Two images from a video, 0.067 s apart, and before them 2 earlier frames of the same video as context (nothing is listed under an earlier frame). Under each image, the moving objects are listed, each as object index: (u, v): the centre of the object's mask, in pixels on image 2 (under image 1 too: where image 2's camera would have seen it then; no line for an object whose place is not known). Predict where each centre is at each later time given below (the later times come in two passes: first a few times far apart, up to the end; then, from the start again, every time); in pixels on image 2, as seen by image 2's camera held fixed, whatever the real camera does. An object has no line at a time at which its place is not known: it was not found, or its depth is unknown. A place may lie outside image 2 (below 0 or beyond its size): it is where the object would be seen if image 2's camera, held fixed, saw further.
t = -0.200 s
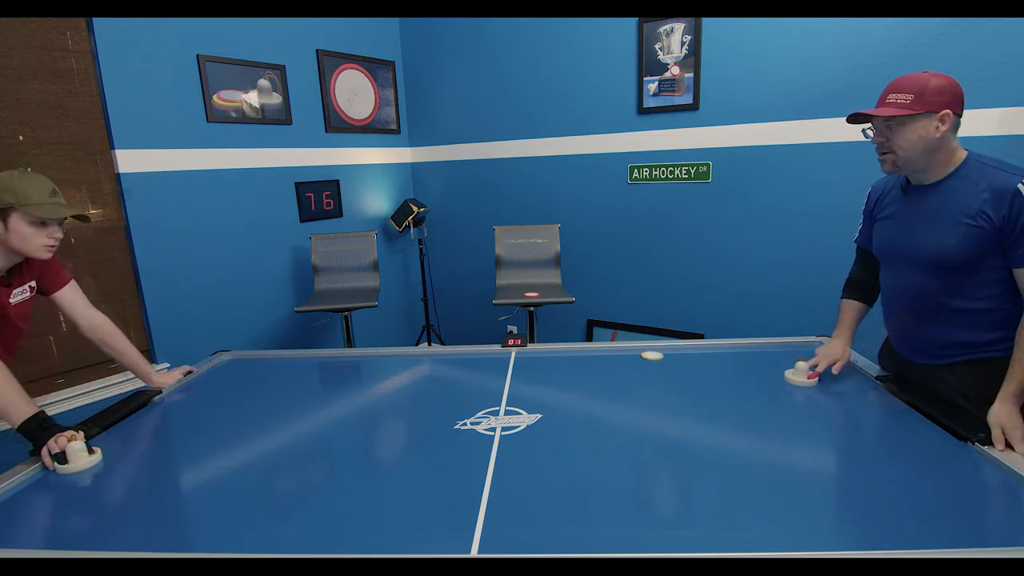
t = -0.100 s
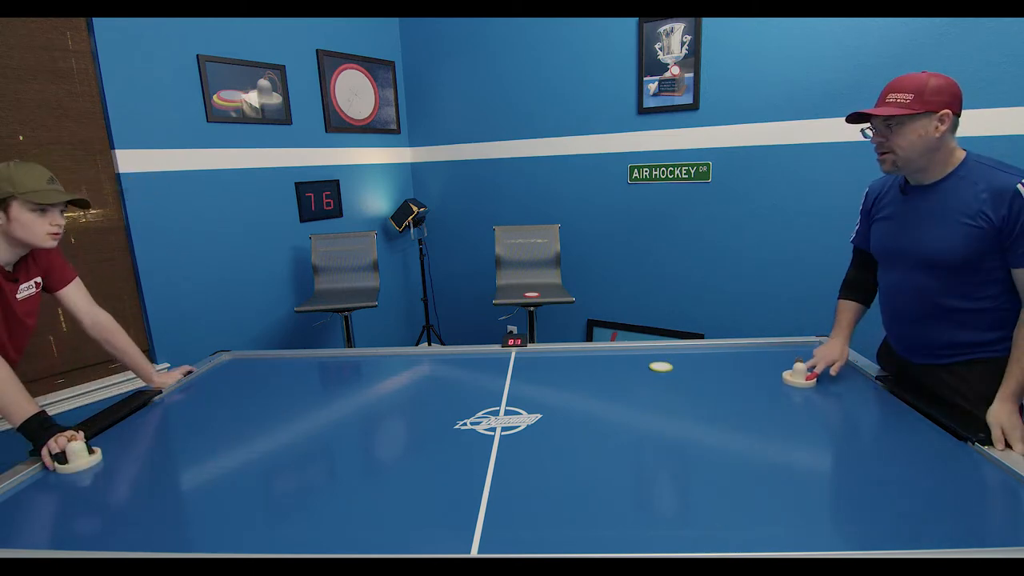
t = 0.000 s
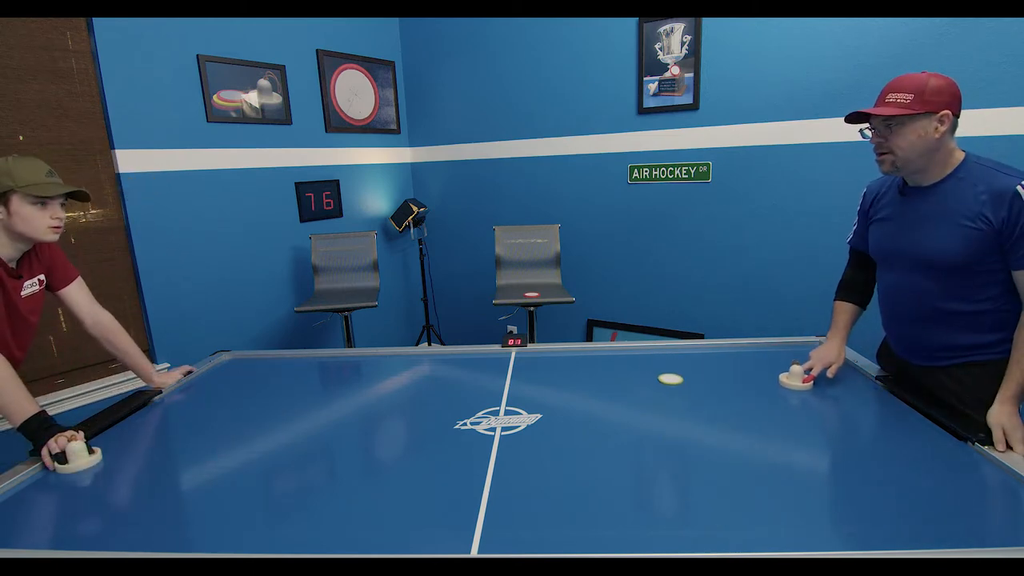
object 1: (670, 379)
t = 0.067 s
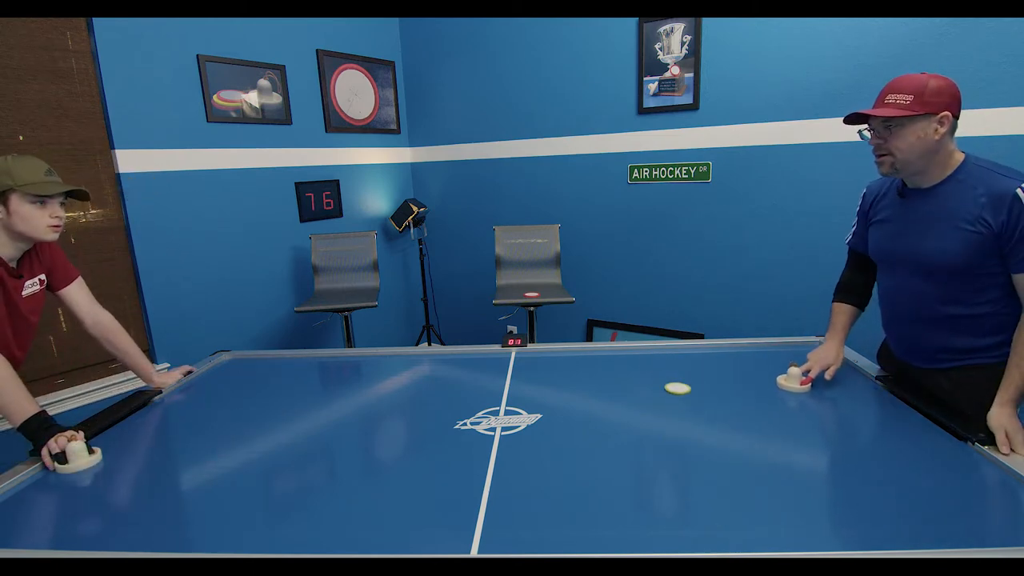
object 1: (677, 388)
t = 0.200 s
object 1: (693, 409)
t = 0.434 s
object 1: (729, 455)
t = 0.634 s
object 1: (770, 509)
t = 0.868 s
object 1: (769, 503)
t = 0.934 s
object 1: (757, 486)
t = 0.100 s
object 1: (681, 393)
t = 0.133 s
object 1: (685, 398)
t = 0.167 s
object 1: (689, 403)
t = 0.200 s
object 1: (693, 409)
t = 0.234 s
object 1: (698, 414)
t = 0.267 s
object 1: (702, 420)
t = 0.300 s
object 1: (707, 427)
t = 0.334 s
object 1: (712, 433)
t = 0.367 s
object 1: (717, 440)
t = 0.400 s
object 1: (723, 447)
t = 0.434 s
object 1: (729, 455)
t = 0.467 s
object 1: (735, 463)
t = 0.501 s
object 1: (741, 471)
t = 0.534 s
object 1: (748, 479)
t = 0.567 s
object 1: (755, 489)
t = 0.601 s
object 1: (763, 499)
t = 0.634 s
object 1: (770, 509)
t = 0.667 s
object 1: (779, 520)
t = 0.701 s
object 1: (787, 532)
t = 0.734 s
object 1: (795, 540)
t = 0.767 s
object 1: (789, 532)
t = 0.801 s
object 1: (782, 522)
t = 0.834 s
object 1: (775, 512)
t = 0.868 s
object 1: (769, 503)
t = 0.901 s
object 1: (763, 494)
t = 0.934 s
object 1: (757, 486)
